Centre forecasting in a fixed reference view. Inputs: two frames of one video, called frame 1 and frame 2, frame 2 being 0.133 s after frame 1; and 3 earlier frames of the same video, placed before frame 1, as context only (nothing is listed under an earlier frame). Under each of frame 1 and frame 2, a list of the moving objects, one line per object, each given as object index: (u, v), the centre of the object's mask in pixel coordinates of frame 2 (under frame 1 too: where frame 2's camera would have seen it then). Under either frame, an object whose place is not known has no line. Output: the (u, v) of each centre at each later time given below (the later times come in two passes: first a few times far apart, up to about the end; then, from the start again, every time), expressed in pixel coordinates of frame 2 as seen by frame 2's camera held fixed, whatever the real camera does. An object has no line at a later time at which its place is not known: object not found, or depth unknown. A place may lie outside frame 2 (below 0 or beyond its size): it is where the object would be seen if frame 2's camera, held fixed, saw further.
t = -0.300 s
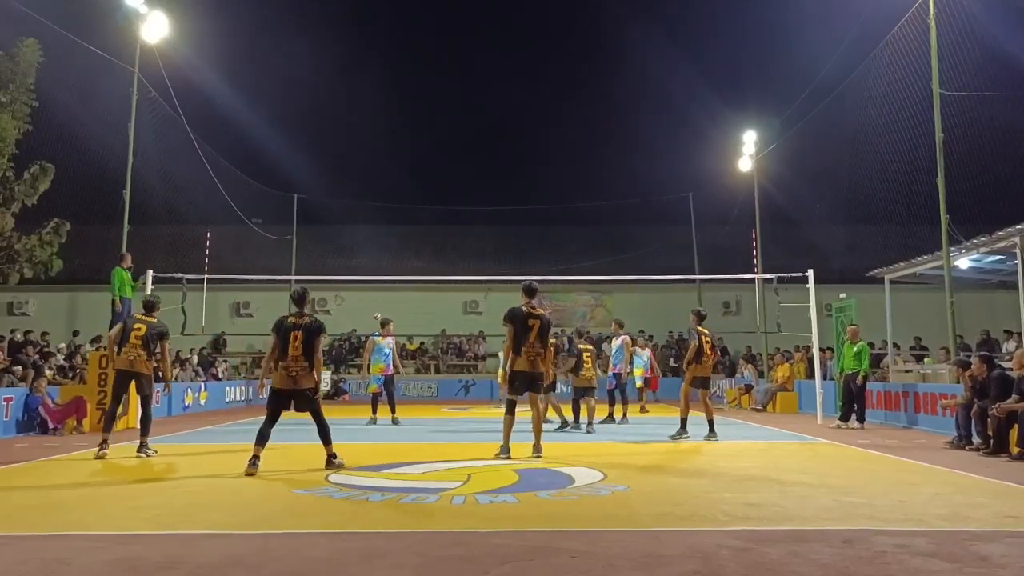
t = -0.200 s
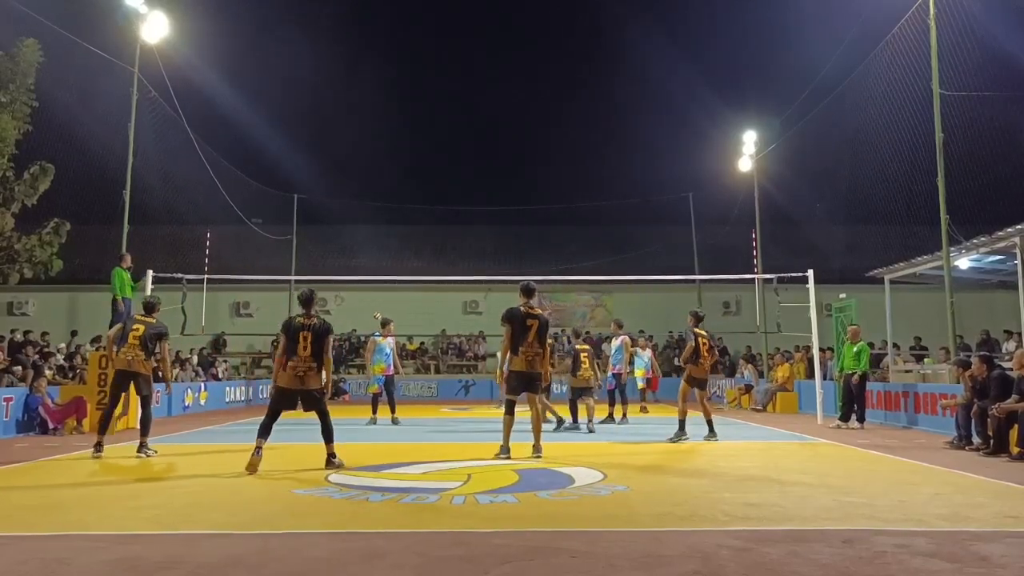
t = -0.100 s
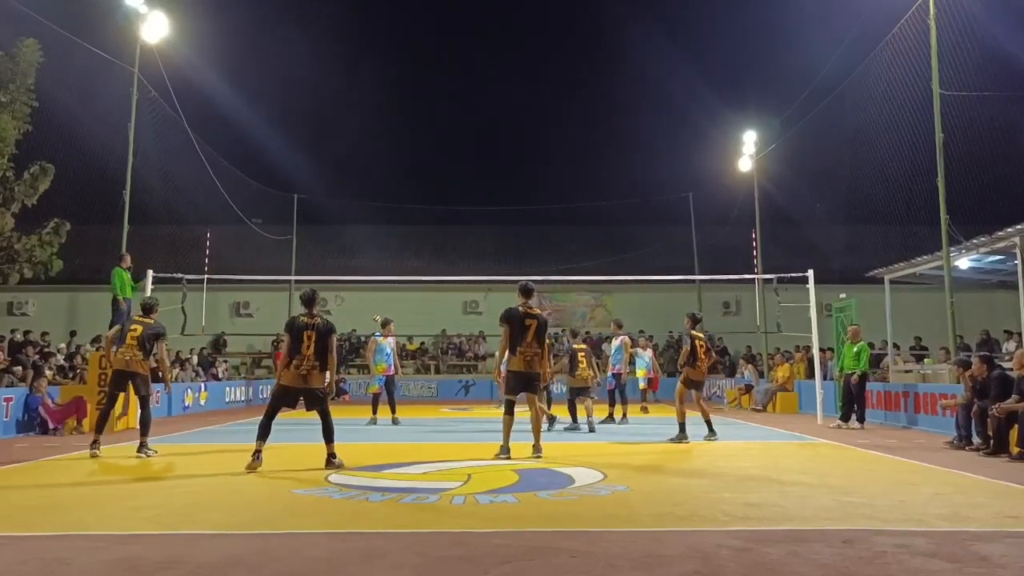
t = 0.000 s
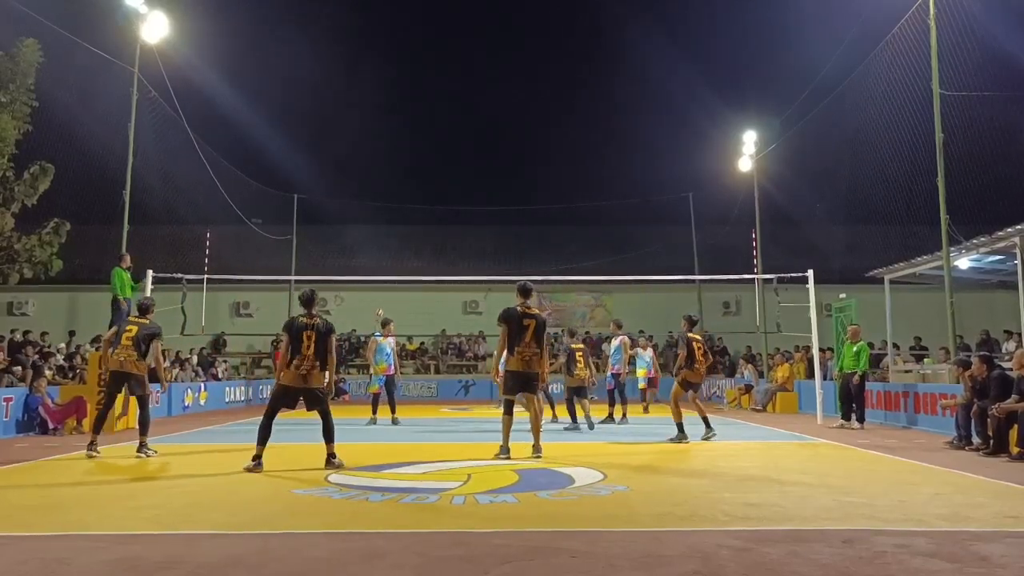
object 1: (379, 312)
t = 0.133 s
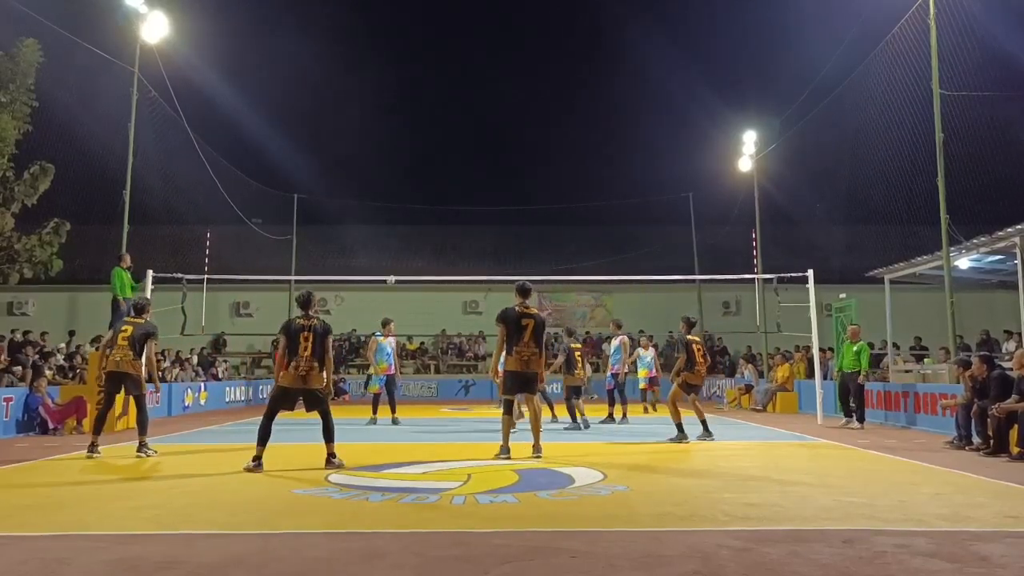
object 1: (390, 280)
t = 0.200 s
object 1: (396, 264)
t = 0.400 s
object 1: (413, 225)
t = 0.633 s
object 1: (433, 197)
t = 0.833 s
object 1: (454, 193)
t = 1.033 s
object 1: (480, 210)
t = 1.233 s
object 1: (515, 264)
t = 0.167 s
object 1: (393, 271)
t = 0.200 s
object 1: (396, 264)
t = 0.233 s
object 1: (399, 257)
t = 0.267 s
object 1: (401, 250)
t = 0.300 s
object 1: (404, 244)
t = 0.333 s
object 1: (407, 237)
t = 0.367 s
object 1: (410, 231)
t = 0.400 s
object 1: (413, 225)
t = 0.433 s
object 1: (416, 220)
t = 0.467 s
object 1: (418, 215)
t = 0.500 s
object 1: (421, 211)
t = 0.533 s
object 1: (424, 207)
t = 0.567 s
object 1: (427, 203)
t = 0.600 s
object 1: (430, 200)
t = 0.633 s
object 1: (433, 197)
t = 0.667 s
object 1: (436, 195)
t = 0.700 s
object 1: (440, 193)
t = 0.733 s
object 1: (443, 192)
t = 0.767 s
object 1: (446, 192)
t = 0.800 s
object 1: (450, 192)
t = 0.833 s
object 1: (454, 193)
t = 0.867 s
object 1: (458, 194)
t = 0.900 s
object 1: (462, 196)
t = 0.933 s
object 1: (467, 198)
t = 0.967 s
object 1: (471, 201)
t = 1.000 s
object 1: (475, 205)
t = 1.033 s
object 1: (480, 210)
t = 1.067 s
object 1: (486, 216)
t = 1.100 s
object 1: (491, 223)
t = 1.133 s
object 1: (496, 232)
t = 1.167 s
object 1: (502, 241)
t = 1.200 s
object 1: (508, 252)
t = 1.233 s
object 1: (515, 264)
